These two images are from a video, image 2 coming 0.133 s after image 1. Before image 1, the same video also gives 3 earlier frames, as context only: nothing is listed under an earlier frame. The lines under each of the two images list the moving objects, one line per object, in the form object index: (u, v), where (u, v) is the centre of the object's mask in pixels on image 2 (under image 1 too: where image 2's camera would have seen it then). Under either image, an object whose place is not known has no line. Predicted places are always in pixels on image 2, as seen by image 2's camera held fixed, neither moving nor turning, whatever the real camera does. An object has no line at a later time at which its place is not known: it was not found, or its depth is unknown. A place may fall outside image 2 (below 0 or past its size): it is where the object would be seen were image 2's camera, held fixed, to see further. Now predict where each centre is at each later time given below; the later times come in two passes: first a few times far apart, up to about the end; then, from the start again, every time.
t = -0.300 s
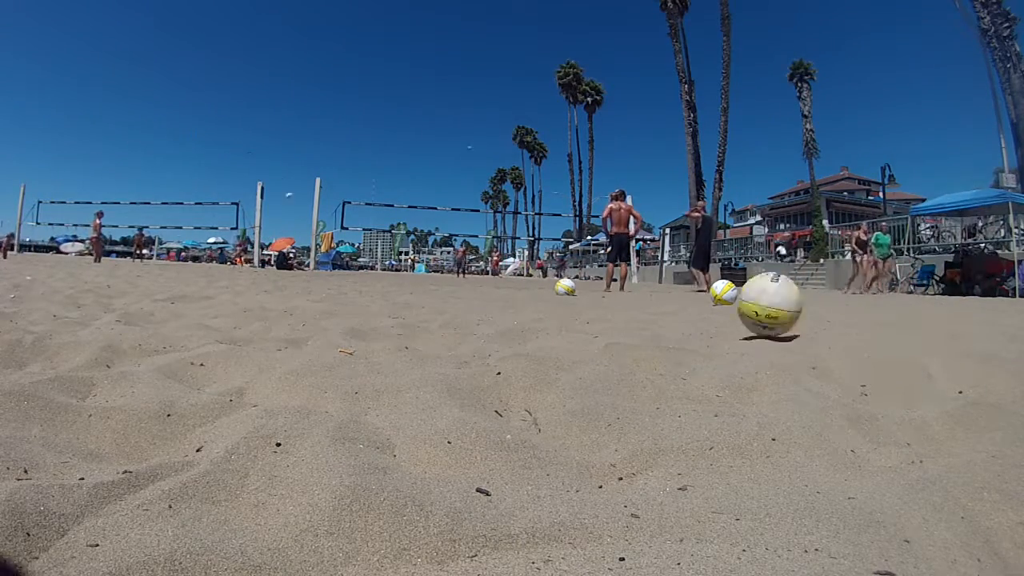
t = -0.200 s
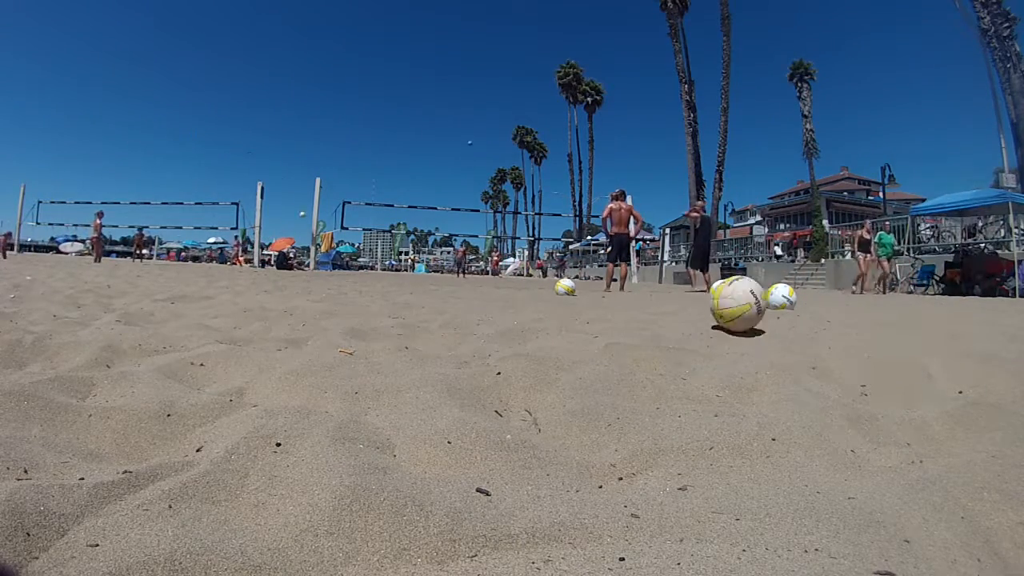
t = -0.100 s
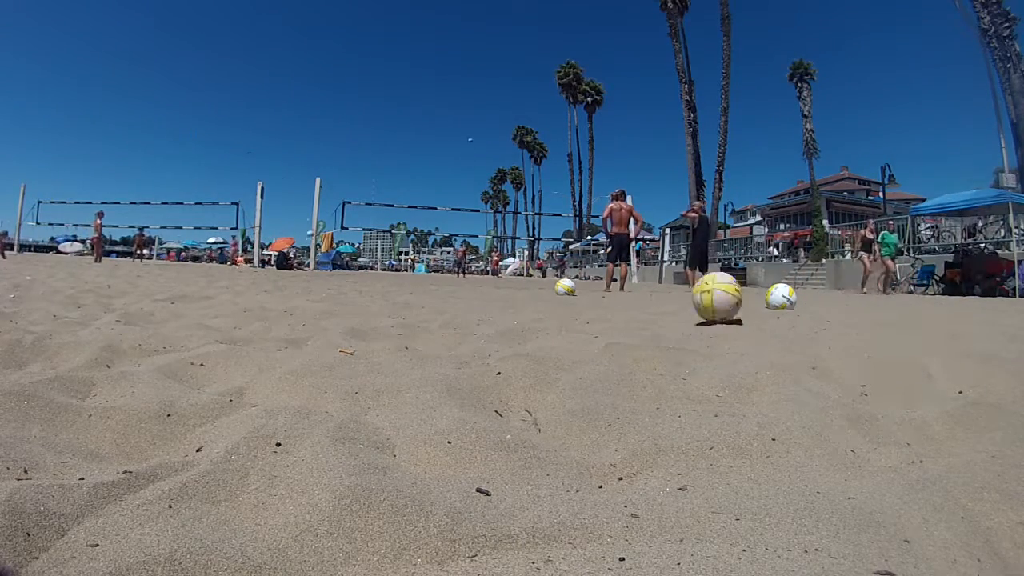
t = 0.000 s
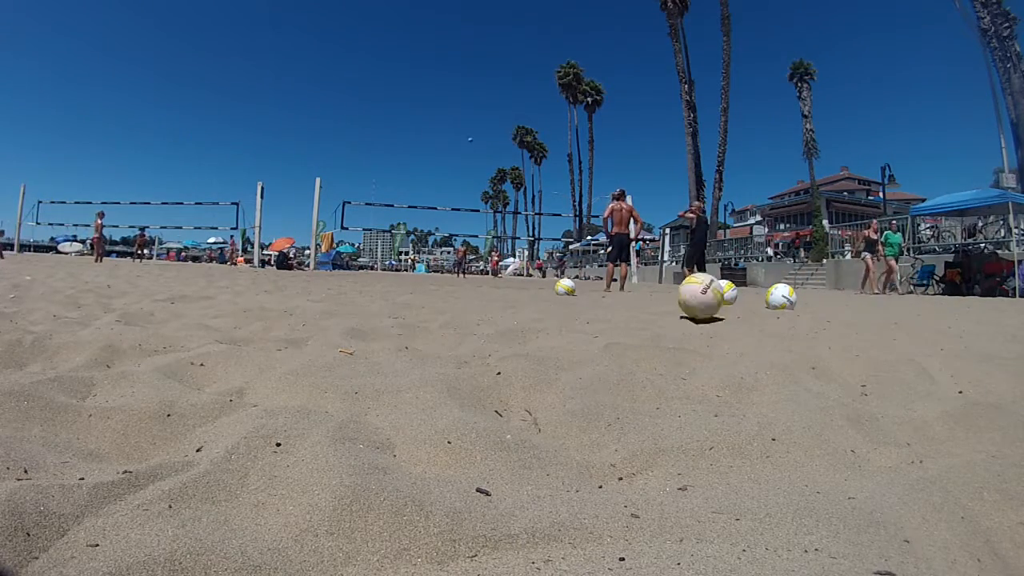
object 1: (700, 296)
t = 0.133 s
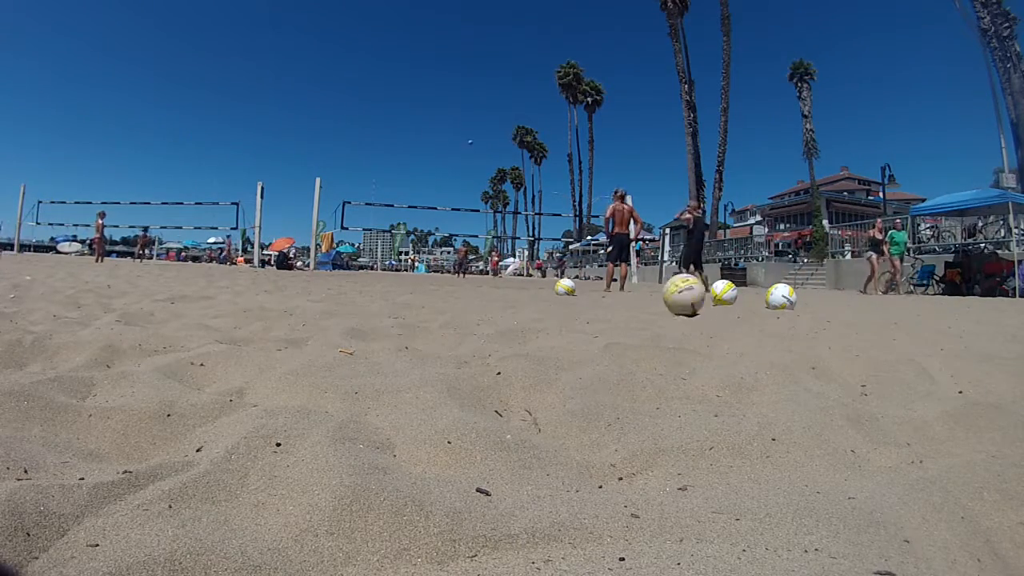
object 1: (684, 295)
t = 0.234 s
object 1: (672, 297)
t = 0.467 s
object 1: (654, 292)
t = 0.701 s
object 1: (641, 292)
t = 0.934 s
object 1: (639, 289)
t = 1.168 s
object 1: (643, 289)
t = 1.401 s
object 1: (640, 290)
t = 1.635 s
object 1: (642, 290)
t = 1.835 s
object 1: (643, 290)
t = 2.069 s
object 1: (644, 291)
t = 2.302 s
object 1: (646, 291)
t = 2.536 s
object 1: (651, 293)
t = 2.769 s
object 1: (656, 294)
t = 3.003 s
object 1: (656, 294)
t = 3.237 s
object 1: (655, 294)
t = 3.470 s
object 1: (654, 294)
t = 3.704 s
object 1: (654, 294)
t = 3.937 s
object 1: (654, 294)
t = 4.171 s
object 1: (654, 294)
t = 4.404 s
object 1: (654, 294)
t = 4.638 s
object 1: (654, 294)
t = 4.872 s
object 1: (654, 294)
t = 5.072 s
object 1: (654, 293)
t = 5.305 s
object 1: (654, 294)
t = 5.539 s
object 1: (654, 294)
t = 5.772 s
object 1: (654, 294)
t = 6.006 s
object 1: (654, 294)
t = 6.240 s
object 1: (654, 293)
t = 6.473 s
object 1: (654, 294)
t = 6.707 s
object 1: (654, 294)
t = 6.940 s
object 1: (654, 294)
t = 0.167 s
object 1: (680, 297)
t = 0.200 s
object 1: (675, 298)
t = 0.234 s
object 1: (672, 297)
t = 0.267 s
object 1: (669, 295)
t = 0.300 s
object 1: (666, 293)
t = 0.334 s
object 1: (664, 292)
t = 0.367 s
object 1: (661, 292)
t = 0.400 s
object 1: (658, 292)
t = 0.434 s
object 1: (656, 292)
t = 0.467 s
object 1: (654, 292)
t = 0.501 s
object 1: (652, 291)
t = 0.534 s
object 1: (650, 291)
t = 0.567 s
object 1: (648, 291)
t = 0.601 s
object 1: (646, 292)
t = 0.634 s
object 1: (644, 293)
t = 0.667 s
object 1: (643, 293)
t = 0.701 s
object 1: (641, 292)
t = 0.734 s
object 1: (640, 292)
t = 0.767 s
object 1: (639, 291)
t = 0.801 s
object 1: (639, 290)
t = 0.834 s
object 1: (639, 289)
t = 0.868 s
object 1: (639, 289)
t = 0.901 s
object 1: (639, 289)
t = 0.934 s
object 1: (639, 289)
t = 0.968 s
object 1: (640, 289)
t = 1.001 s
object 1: (640, 289)
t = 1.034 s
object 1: (641, 290)
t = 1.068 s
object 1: (642, 290)
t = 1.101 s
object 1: (642, 290)
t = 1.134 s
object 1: (643, 290)
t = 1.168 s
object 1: (643, 289)
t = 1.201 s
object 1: (643, 289)
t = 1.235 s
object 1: (643, 289)
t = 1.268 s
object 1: (642, 290)
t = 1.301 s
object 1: (641, 290)
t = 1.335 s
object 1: (641, 290)
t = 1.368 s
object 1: (640, 290)
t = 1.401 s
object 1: (640, 290)
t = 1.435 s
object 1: (640, 290)
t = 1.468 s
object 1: (640, 290)
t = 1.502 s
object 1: (641, 290)
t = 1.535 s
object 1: (641, 290)
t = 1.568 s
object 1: (642, 290)
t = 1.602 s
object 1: (642, 290)
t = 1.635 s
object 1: (642, 290)
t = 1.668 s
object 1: (642, 290)
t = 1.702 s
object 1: (642, 290)
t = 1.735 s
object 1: (643, 290)
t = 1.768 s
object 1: (643, 290)
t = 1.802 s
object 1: (643, 290)
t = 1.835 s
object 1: (643, 290)
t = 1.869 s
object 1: (643, 290)
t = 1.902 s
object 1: (643, 290)
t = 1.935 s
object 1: (644, 290)
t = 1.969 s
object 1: (644, 291)
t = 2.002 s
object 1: (644, 291)
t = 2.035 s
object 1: (644, 291)
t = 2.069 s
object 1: (644, 291)
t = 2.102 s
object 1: (644, 291)
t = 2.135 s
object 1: (645, 291)
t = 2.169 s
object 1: (645, 291)
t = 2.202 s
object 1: (645, 291)
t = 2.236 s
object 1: (645, 291)
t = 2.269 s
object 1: (646, 291)
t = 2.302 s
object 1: (646, 291)
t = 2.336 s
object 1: (646, 291)
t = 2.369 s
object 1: (647, 291)
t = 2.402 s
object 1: (648, 292)
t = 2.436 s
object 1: (648, 292)
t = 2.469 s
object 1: (649, 292)
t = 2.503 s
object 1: (650, 293)
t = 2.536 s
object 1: (651, 293)
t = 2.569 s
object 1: (652, 293)
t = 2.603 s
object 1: (653, 293)
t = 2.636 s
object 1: (654, 294)
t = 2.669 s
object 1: (655, 294)
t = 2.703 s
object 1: (655, 294)
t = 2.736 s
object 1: (656, 294)
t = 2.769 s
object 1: (656, 294)
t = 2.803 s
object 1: (656, 294)
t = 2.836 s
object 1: (656, 294)
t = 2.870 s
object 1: (656, 294)
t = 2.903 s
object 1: (656, 294)
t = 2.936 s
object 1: (656, 294)
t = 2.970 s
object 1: (656, 294)
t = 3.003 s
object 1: (656, 294)
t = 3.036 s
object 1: (656, 294)
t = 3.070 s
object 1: (656, 294)
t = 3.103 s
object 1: (656, 294)
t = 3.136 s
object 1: (656, 294)
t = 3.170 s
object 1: (655, 294)
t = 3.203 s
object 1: (655, 294)
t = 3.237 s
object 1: (655, 294)
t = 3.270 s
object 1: (654, 294)
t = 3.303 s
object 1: (654, 294)
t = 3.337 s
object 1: (654, 294)
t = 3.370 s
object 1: (654, 294)
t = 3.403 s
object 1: (654, 294)
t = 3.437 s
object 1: (654, 294)
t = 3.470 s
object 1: (654, 294)
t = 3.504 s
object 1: (654, 294)
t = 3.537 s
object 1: (654, 294)
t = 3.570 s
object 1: (654, 294)
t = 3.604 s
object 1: (654, 294)
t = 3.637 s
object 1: (654, 294)
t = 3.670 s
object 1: (654, 294)
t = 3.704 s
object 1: (654, 294)
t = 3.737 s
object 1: (654, 294)
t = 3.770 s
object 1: (654, 294)
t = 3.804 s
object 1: (654, 294)
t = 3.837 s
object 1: (654, 294)
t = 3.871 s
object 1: (654, 294)
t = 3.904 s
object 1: (654, 294)
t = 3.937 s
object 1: (654, 294)
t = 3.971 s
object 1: (654, 294)
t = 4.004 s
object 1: (654, 294)
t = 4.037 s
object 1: (654, 294)
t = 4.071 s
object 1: (654, 294)
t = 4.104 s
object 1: (654, 294)
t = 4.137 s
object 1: (654, 294)
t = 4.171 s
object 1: (654, 294)
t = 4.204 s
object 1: (654, 294)
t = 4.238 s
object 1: (654, 294)
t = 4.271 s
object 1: (654, 294)
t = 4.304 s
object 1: (654, 294)
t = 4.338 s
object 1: (654, 294)
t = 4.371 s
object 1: (654, 294)
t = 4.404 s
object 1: (654, 294)
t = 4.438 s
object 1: (654, 294)
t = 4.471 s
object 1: (654, 294)
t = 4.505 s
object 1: (654, 294)
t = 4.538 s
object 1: (654, 294)
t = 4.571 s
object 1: (654, 294)
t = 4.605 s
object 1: (654, 294)
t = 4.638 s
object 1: (654, 294)
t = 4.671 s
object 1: (654, 294)
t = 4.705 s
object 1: (654, 294)
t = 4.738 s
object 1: (654, 294)
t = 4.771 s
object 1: (654, 294)
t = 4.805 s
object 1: (654, 294)
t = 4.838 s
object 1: (654, 294)
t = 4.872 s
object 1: (654, 294)
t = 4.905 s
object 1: (654, 293)
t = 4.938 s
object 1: (654, 294)
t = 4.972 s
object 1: (654, 294)
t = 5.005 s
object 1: (654, 294)
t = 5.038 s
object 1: (654, 294)
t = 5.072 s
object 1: (654, 293)
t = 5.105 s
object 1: (654, 294)
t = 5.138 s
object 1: (654, 294)
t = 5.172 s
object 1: (654, 294)
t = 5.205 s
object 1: (654, 294)
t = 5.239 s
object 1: (654, 294)
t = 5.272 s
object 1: (654, 294)
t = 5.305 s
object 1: (654, 294)
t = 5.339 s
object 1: (654, 293)
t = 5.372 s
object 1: (654, 294)
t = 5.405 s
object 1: (654, 294)
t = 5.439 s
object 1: (654, 294)
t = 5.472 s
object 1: (654, 294)
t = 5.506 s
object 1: (654, 294)
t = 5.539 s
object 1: (654, 294)
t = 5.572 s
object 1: (654, 294)
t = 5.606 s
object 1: (654, 294)
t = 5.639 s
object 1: (654, 294)
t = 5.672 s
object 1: (654, 294)
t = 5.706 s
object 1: (654, 294)
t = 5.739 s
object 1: (654, 294)
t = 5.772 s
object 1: (654, 294)
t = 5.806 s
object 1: (654, 294)
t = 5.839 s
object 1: (654, 294)
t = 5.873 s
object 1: (654, 294)
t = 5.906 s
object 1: (654, 294)
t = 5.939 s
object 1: (654, 294)
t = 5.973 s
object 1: (654, 294)
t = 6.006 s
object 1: (654, 294)
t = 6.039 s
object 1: (654, 294)
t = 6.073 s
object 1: (654, 294)
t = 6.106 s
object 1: (654, 294)
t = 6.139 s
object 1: (654, 294)
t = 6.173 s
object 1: (654, 294)
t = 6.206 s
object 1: (654, 294)
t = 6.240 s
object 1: (654, 293)
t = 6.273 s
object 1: (654, 294)
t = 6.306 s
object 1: (654, 294)
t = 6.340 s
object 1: (654, 294)
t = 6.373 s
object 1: (654, 294)
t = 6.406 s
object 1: (654, 294)
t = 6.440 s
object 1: (654, 294)
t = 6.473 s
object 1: (654, 294)
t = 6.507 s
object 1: (654, 294)
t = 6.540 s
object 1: (654, 294)
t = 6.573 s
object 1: (654, 294)
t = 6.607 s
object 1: (654, 294)
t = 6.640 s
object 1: (654, 294)
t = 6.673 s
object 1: (654, 294)
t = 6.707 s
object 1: (654, 294)
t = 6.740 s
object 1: (654, 294)
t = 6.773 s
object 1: (654, 294)
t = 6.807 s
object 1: (654, 294)
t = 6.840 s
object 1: (654, 294)
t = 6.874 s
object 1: (654, 294)
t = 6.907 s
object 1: (654, 294)
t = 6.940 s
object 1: (654, 294)
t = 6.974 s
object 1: (654, 294)
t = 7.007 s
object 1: (654, 294)
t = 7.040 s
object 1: (654, 294)
